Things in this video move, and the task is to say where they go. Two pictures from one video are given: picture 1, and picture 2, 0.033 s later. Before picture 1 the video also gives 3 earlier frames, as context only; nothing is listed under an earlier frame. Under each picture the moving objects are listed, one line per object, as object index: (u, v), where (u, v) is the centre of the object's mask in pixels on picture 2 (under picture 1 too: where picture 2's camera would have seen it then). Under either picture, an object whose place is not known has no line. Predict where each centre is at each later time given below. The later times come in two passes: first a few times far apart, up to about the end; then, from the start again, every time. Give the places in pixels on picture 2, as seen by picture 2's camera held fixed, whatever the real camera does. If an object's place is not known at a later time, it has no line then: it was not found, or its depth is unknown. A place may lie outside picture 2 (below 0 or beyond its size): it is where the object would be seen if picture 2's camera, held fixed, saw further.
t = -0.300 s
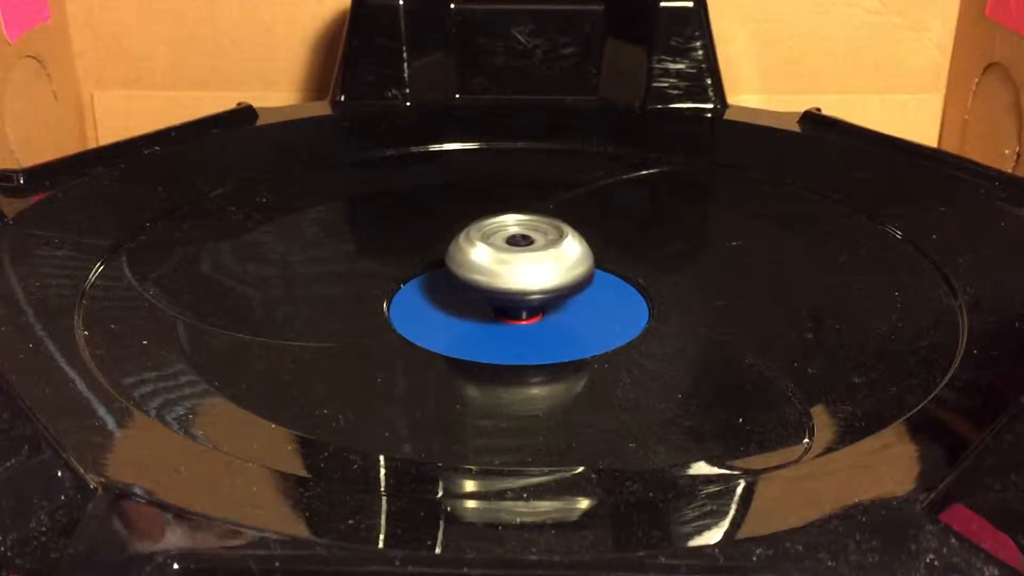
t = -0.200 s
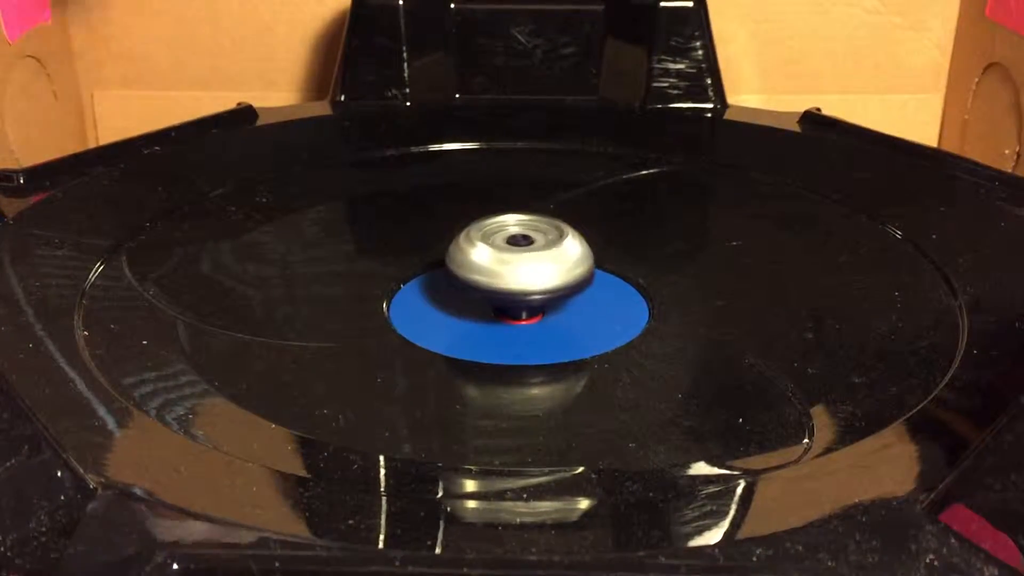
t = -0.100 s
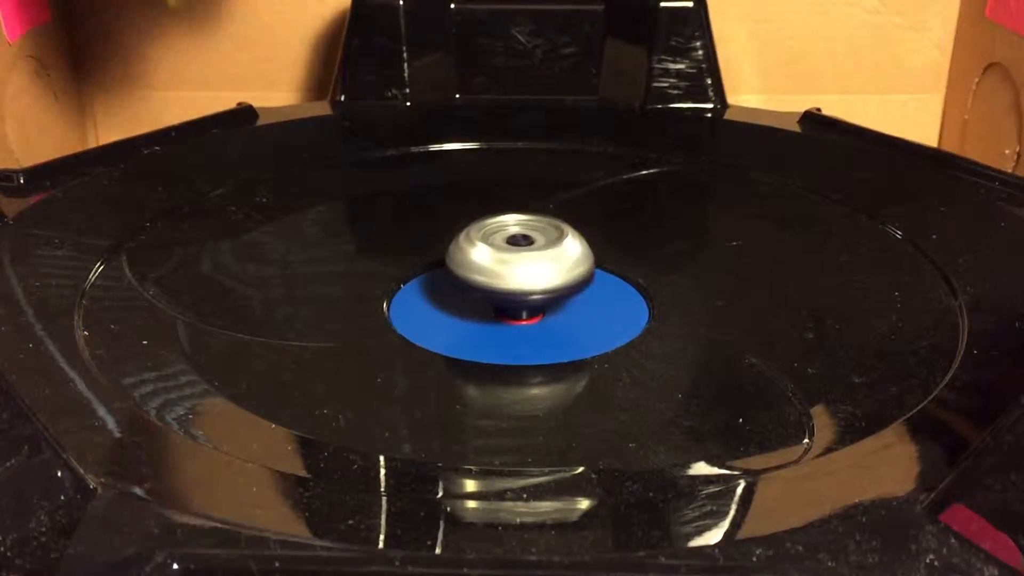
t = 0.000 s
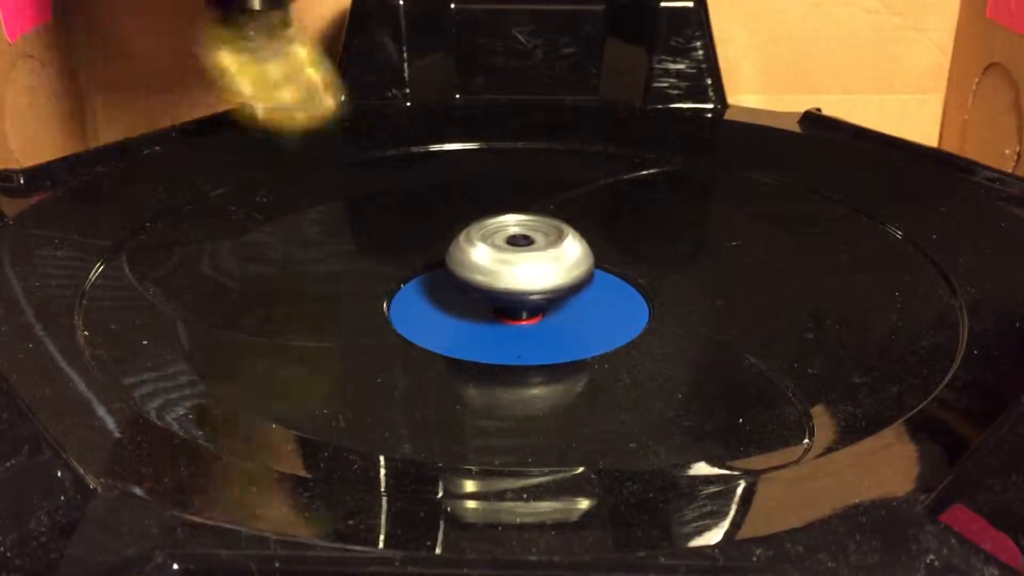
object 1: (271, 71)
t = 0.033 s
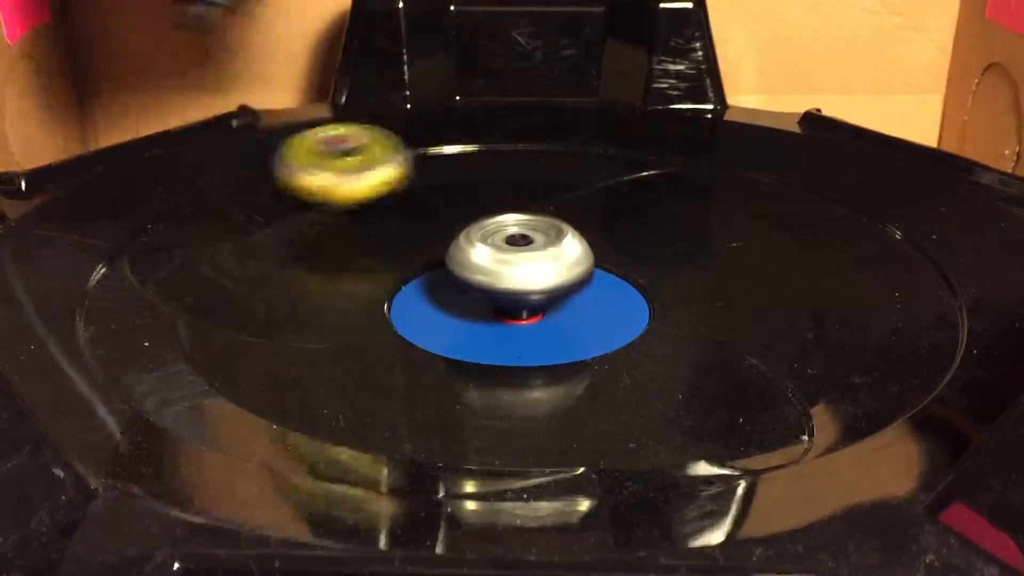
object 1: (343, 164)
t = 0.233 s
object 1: (678, 197)
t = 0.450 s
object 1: (784, 171)
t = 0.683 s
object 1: (693, 174)
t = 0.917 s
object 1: (735, 174)
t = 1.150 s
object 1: (760, 178)
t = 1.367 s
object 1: (775, 193)
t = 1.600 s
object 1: (768, 214)
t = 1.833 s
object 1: (733, 241)
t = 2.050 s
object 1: (687, 270)
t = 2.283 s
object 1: (624, 301)
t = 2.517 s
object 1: (556, 327)
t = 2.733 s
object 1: (491, 341)
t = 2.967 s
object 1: (432, 342)
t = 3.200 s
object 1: (386, 335)
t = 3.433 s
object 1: (351, 316)
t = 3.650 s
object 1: (332, 288)
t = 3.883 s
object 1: (324, 255)
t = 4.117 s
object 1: (329, 228)
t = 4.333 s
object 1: (344, 209)
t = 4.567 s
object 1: (374, 196)
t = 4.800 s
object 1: (419, 185)
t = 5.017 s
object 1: (470, 177)
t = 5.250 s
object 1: (522, 175)
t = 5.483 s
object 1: (594, 178)
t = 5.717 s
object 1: (640, 181)
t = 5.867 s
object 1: (663, 186)
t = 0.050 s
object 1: (372, 160)
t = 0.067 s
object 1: (404, 164)
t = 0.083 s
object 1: (435, 176)
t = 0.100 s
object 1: (464, 182)
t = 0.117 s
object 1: (492, 180)
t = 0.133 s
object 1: (520, 183)
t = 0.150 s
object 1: (549, 186)
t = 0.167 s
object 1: (577, 189)
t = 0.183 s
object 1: (602, 194)
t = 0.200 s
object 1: (628, 197)
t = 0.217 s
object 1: (654, 198)
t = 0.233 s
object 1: (678, 197)
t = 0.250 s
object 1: (703, 195)
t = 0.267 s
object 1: (727, 193)
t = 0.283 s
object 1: (751, 188)
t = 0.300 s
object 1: (774, 185)
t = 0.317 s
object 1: (795, 178)
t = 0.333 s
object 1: (812, 171)
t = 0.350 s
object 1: (828, 164)
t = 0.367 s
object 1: (831, 159)
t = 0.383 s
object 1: (824, 157)
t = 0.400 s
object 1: (816, 163)
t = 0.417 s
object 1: (806, 168)
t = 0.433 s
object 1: (796, 170)
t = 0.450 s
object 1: (784, 171)
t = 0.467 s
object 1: (773, 173)
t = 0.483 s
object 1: (761, 174)
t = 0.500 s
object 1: (748, 176)
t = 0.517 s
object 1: (737, 176)
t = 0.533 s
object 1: (727, 176)
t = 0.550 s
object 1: (718, 177)
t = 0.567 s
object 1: (710, 176)
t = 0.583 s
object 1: (704, 176)
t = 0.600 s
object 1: (699, 176)
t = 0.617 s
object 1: (695, 175)
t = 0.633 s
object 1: (693, 175)
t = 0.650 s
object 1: (692, 175)
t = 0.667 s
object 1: (692, 175)
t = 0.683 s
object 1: (693, 174)
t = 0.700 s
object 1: (696, 174)
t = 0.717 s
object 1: (698, 174)
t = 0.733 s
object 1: (699, 173)
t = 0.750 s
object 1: (701, 174)
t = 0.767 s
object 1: (703, 174)
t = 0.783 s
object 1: (706, 174)
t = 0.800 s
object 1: (710, 174)
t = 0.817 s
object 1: (713, 174)
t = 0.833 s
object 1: (717, 174)
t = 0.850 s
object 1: (721, 174)
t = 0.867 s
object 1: (724, 174)
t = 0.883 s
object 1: (728, 174)
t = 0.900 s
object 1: (731, 174)
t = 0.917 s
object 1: (735, 174)
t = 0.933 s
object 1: (738, 174)
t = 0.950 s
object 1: (742, 175)
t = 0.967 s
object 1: (745, 175)
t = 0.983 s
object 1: (749, 175)
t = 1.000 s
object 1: (752, 176)
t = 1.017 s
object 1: (755, 176)
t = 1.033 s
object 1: (758, 176)
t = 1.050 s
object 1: (760, 177)
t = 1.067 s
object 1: (761, 177)
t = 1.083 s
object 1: (761, 177)
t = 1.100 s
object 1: (760, 177)
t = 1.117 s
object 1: (760, 177)
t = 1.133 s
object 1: (760, 177)
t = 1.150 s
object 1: (760, 178)
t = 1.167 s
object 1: (762, 178)
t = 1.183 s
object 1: (763, 179)
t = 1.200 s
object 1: (765, 180)
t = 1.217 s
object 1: (766, 181)
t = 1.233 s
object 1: (768, 182)
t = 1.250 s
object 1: (769, 184)
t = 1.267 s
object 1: (771, 185)
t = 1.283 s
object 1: (772, 186)
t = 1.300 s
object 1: (773, 188)
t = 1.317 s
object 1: (774, 189)
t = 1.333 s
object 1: (774, 190)
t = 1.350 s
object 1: (775, 191)
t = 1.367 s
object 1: (775, 193)
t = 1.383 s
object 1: (776, 194)
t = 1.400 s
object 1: (776, 195)
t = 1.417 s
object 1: (776, 197)
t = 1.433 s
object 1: (776, 198)
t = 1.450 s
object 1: (776, 200)
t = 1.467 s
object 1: (776, 201)
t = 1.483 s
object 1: (775, 203)
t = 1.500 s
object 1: (775, 204)
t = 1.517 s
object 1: (774, 206)
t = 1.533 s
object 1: (773, 208)
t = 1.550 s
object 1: (772, 209)
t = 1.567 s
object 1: (771, 211)
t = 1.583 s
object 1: (770, 212)
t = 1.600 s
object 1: (768, 214)
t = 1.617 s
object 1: (766, 216)
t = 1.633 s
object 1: (765, 217)
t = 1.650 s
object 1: (763, 219)
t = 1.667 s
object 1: (761, 221)
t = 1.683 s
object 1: (759, 223)
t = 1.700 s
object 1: (756, 224)
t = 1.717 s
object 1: (753, 226)
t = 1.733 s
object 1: (751, 228)
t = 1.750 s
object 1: (748, 231)
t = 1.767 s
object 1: (745, 233)
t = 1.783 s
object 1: (742, 235)
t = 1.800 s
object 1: (739, 237)
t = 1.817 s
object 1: (737, 239)
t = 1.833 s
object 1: (733, 241)
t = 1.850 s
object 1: (731, 244)
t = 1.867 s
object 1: (727, 246)
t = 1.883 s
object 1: (724, 248)
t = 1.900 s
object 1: (720, 250)
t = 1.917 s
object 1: (717, 252)
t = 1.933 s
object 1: (713, 255)
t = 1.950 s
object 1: (710, 257)
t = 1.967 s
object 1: (706, 259)
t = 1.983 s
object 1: (702, 261)
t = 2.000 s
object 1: (699, 264)
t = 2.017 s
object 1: (695, 266)
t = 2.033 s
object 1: (691, 268)
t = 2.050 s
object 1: (687, 270)
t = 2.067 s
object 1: (683, 272)
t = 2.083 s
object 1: (679, 275)
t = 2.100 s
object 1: (674, 277)
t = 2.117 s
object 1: (670, 279)
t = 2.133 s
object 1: (666, 281)
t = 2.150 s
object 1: (662, 283)
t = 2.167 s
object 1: (657, 286)
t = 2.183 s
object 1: (652, 288)
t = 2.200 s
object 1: (648, 290)
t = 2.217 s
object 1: (643, 292)
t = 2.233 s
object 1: (639, 295)
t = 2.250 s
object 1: (634, 297)
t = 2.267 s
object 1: (629, 299)
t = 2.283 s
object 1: (624, 301)
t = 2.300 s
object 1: (620, 303)
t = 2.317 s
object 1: (615, 305)
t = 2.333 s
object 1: (611, 307)
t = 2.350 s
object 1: (606, 309)
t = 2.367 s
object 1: (601, 311)
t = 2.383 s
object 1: (596, 313)
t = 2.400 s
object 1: (591, 314)
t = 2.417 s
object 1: (586, 316)
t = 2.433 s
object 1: (581, 318)
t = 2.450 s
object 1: (576, 320)
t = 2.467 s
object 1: (571, 322)
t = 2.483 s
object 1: (567, 324)
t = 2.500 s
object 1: (562, 326)
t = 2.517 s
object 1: (556, 327)
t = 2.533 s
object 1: (551, 329)
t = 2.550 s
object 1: (546, 330)
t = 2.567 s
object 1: (541, 331)
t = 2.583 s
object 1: (536, 333)
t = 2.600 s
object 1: (531, 334)
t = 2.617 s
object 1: (526, 336)
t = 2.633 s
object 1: (521, 337)
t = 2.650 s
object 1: (516, 337)
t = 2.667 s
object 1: (511, 338)
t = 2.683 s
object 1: (506, 339)
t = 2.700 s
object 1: (501, 340)
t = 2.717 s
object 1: (496, 340)
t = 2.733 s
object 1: (491, 341)
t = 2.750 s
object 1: (487, 342)
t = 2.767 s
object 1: (482, 343)
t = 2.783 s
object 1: (477, 344)
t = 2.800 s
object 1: (473, 344)
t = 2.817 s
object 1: (468, 344)
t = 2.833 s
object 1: (464, 345)
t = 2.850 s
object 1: (460, 345)
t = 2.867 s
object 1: (456, 346)
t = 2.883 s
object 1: (452, 346)
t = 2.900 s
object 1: (448, 342)
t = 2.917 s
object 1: (444, 342)
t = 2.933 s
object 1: (440, 342)
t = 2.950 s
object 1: (436, 342)
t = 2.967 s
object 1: (432, 342)
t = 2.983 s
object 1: (429, 342)
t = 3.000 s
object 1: (425, 342)
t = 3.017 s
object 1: (421, 341)
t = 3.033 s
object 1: (417, 342)
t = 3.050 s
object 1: (414, 341)
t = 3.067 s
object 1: (411, 340)
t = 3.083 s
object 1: (408, 340)
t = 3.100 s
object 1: (405, 339)
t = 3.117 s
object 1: (402, 339)
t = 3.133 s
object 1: (399, 338)
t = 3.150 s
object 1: (396, 337)
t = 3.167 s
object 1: (393, 336)
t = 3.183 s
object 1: (389, 336)
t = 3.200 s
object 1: (386, 335)
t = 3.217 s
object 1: (383, 333)
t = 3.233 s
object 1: (380, 333)
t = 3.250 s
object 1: (377, 331)
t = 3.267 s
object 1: (375, 330)
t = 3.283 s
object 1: (372, 329)
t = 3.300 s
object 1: (369, 330)
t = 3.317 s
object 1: (366, 328)
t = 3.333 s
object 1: (363, 327)
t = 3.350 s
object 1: (361, 325)
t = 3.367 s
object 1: (359, 323)
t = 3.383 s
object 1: (357, 322)
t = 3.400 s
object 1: (355, 320)
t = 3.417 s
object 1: (353, 318)
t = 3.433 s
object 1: (351, 316)
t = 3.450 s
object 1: (349, 314)
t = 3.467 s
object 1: (347, 312)
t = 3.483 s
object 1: (345, 310)
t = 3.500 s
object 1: (343, 308)
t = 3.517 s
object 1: (342, 306)
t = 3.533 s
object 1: (340, 304)
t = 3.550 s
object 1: (339, 302)
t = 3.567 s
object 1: (338, 300)
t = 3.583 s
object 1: (337, 297)
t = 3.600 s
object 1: (335, 295)
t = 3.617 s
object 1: (334, 293)
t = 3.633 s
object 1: (333, 291)
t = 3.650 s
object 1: (332, 288)
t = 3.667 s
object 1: (332, 286)
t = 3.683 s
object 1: (333, 284)
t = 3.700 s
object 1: (332, 281)
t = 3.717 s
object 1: (331, 278)
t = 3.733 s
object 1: (329, 275)
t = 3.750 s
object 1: (328, 273)
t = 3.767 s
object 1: (327, 270)
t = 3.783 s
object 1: (326, 268)
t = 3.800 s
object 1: (325, 266)
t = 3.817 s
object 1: (325, 264)
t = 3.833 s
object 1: (324, 262)
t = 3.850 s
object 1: (324, 260)
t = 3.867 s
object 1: (324, 257)
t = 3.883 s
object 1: (324, 255)
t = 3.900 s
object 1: (324, 253)
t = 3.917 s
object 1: (324, 251)
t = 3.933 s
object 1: (324, 249)
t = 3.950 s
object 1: (325, 247)
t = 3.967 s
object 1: (325, 245)
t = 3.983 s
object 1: (325, 243)
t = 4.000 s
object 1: (326, 241)
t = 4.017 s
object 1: (326, 239)
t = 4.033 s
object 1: (326, 237)
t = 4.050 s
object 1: (327, 235)
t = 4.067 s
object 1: (327, 233)
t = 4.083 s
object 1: (328, 232)
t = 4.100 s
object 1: (328, 230)
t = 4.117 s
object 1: (329, 228)
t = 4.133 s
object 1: (330, 226)
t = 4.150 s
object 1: (331, 225)
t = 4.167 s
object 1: (332, 223)
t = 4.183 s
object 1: (332, 222)
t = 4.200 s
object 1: (333, 220)
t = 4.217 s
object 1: (335, 218)
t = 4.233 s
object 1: (336, 217)
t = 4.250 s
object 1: (337, 216)
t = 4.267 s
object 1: (338, 214)
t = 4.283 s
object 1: (340, 213)
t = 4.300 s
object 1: (341, 212)
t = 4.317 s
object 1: (342, 210)
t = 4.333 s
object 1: (344, 209)
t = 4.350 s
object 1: (346, 208)
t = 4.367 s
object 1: (347, 207)
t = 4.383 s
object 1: (349, 206)
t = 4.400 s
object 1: (351, 205)
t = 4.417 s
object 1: (353, 204)
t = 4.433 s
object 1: (355, 203)
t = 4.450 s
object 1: (358, 202)
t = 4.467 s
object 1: (360, 201)
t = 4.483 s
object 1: (362, 200)
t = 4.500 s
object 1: (364, 199)
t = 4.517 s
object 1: (367, 198)
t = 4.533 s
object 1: (369, 198)
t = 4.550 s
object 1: (371, 197)
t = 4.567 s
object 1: (374, 196)
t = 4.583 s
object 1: (376, 195)
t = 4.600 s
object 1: (379, 194)
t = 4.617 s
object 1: (382, 193)
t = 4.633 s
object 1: (385, 192)
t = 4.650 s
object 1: (388, 192)
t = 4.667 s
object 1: (392, 191)
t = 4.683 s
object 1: (395, 190)
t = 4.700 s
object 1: (398, 189)
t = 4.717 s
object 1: (401, 188)
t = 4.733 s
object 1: (405, 188)
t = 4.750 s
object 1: (408, 187)
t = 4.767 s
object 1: (411, 186)
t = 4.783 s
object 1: (415, 185)
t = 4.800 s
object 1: (419, 185)
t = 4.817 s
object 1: (424, 184)
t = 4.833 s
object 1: (428, 183)
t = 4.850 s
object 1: (432, 182)
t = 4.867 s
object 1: (436, 181)
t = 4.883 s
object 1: (439, 181)
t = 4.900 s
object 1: (443, 180)
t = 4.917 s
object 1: (447, 180)
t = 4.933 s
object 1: (451, 179)
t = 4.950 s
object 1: (455, 179)
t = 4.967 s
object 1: (458, 178)
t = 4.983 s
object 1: (462, 178)
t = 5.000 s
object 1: (466, 178)
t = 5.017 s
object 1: (470, 177)
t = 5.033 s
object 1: (474, 177)
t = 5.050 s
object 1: (477, 176)
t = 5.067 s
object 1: (481, 176)
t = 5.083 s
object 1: (485, 176)
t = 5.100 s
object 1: (489, 175)
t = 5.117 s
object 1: (492, 175)
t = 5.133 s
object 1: (496, 175)
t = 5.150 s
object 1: (500, 175)
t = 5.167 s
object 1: (504, 175)
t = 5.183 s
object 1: (508, 174)
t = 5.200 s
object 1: (511, 174)
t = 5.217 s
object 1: (515, 174)
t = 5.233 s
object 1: (519, 174)
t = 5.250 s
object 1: (522, 175)
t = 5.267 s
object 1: (526, 177)
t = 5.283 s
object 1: (533, 178)
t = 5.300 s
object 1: (539, 179)
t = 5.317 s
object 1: (545, 179)
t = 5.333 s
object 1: (551, 179)
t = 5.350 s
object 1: (557, 179)
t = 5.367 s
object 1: (563, 179)
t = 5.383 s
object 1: (568, 179)
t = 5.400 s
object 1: (573, 178)
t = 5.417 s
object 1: (578, 178)
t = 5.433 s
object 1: (582, 178)
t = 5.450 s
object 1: (586, 178)
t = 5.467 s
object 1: (590, 178)
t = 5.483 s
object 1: (594, 178)
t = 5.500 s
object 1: (598, 178)
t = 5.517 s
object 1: (602, 178)
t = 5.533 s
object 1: (605, 178)
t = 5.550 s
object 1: (609, 178)
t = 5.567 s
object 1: (612, 178)
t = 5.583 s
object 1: (615, 178)
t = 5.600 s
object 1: (619, 178)
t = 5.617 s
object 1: (622, 179)
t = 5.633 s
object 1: (625, 179)
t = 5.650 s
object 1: (628, 179)
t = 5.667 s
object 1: (631, 179)
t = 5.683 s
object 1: (634, 180)
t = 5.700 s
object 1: (637, 180)
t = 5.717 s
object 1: (640, 181)
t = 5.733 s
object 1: (642, 181)
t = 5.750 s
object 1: (645, 182)
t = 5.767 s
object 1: (648, 182)
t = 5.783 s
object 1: (650, 183)
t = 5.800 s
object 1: (653, 183)
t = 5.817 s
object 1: (655, 184)
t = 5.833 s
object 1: (658, 185)
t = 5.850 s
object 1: (660, 185)
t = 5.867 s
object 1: (663, 186)
